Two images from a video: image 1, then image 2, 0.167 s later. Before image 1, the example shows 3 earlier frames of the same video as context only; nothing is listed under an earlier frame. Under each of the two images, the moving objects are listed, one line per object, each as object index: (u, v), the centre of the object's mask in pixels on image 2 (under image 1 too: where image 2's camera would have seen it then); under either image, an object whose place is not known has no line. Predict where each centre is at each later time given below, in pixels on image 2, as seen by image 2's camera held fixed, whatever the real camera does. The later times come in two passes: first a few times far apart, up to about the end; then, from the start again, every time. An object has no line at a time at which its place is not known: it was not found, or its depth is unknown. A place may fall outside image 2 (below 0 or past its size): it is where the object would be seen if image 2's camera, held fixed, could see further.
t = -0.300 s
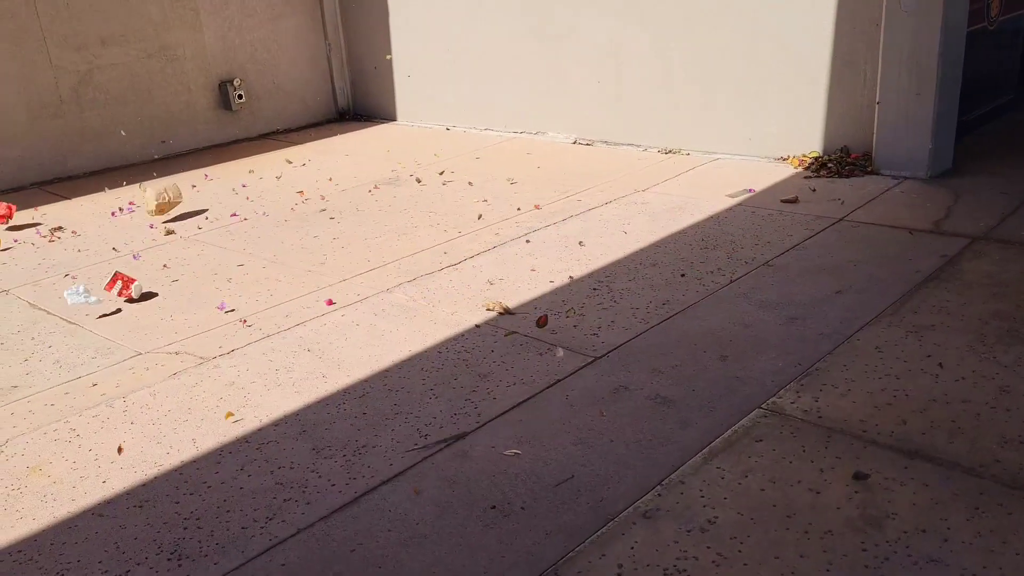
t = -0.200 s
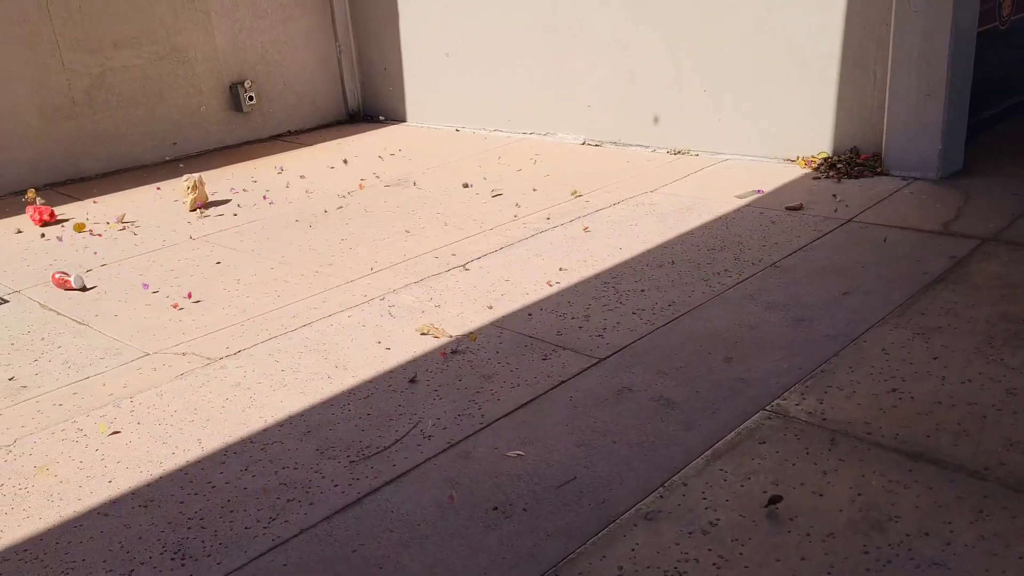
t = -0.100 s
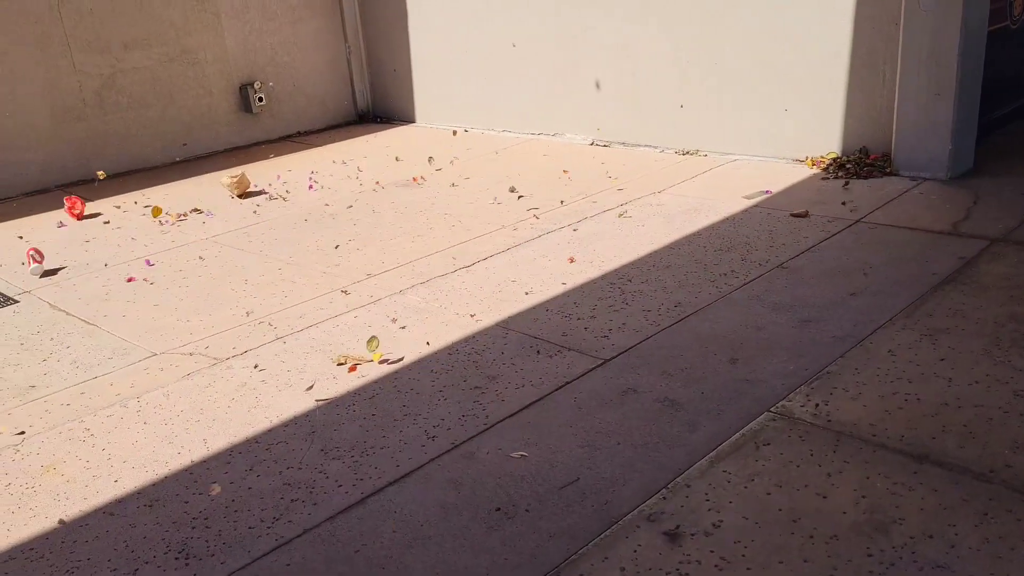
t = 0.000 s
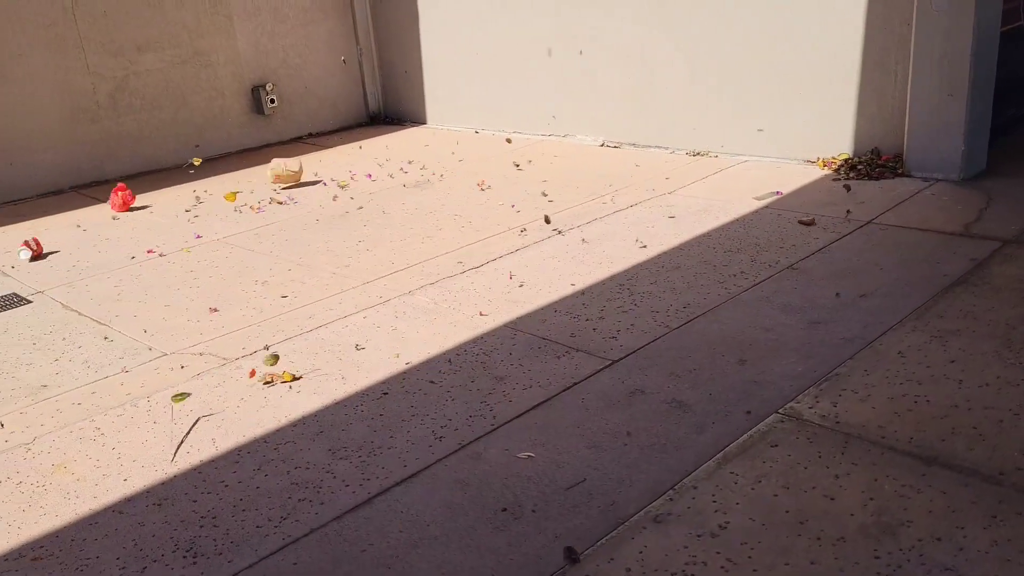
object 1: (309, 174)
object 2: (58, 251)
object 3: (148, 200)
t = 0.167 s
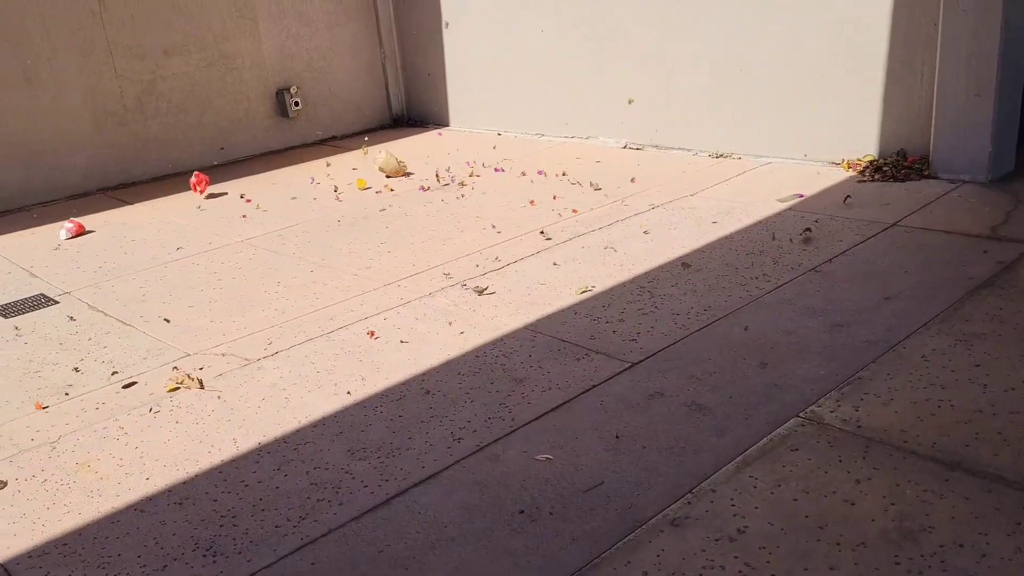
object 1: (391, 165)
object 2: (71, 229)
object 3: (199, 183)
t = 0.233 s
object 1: (418, 153)
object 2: (84, 222)
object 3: (225, 174)
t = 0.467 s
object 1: (530, 147)
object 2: (153, 198)
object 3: (326, 157)
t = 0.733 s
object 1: (655, 175)
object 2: (299, 173)
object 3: (442, 148)
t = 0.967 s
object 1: (716, 199)
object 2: (448, 152)
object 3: (541, 148)
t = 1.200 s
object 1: (685, 235)
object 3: (635, 167)
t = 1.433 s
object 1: (571, 264)
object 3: (711, 174)
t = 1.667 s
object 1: (379, 283)
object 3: (725, 228)
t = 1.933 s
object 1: (129, 292)
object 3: (625, 318)
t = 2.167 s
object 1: (-9, 270)
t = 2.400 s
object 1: (-13, 245)
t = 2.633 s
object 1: (79, 193)
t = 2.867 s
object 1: (239, 133)
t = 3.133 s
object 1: (413, 120)
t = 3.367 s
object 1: (554, 135)
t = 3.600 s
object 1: (653, 139)
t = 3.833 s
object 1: (730, 150)
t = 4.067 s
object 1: (791, 165)
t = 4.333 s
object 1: (829, 200)
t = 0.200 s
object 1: (405, 160)
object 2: (77, 226)
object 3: (211, 178)
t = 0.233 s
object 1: (418, 153)
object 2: (84, 222)
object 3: (225, 174)
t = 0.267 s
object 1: (428, 150)
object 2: (92, 219)
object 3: (242, 172)
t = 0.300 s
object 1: (443, 145)
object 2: (100, 216)
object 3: (258, 171)
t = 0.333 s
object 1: (460, 142)
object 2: (109, 212)
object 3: (274, 170)
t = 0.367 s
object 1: (475, 142)
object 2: (118, 208)
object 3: (288, 170)
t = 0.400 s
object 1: (492, 142)
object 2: (128, 204)
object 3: (303, 168)
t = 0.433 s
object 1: (510, 144)
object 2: (140, 201)
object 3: (314, 163)
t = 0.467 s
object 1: (530, 147)
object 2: (153, 198)
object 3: (326, 157)
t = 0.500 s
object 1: (548, 155)
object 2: (167, 196)
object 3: (339, 152)
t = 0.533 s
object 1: (566, 161)
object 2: (183, 193)
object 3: (355, 150)
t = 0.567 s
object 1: (583, 162)
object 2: (200, 190)
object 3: (372, 150)
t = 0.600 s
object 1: (599, 161)
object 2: (220, 187)
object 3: (388, 150)
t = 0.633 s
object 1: (613, 163)
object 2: (238, 183)
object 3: (404, 153)
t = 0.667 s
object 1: (628, 166)
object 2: (258, 180)
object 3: (420, 155)
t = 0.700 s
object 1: (642, 169)
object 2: (277, 177)
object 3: (431, 151)
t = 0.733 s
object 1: (655, 175)
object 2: (299, 173)
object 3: (442, 148)
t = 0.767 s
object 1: (669, 182)
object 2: (319, 170)
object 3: (455, 145)
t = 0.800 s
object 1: (679, 186)
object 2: (341, 167)
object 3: (468, 142)
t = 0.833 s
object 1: (689, 189)
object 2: (362, 163)
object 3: (481, 141)
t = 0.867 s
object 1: (697, 190)
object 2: (383, 161)
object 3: (495, 141)
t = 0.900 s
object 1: (705, 193)
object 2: (405, 158)
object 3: (510, 142)
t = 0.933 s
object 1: (709, 194)
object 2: (426, 155)
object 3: (525, 144)
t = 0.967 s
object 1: (716, 199)
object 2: (448, 152)
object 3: (541, 148)
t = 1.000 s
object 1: (720, 207)
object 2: (471, 150)
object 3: (556, 153)
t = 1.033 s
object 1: (719, 212)
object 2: (493, 148)
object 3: (571, 156)
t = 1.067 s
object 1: (717, 218)
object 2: (515, 146)
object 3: (584, 157)
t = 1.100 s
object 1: (711, 224)
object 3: (597, 160)
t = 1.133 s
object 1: (706, 231)
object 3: (607, 159)
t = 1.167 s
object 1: (698, 234)
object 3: (620, 162)
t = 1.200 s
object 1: (685, 235)
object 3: (635, 167)
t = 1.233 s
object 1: (673, 239)
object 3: (649, 171)
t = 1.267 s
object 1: (657, 243)
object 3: (663, 171)
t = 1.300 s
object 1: (640, 251)
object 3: (675, 172)
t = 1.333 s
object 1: (623, 257)
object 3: (686, 169)
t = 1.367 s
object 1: (607, 260)
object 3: (694, 168)
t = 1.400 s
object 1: (589, 262)
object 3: (704, 172)
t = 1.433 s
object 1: (571, 264)
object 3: (711, 174)
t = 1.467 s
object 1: (549, 265)
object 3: (716, 182)
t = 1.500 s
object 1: (526, 268)
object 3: (720, 188)
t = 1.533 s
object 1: (500, 269)
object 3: (725, 200)
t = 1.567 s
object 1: (472, 272)
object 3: (729, 217)
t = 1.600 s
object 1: (443, 274)
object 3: (729, 224)
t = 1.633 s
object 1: (411, 278)
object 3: (729, 226)
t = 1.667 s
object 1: (379, 283)
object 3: (725, 228)
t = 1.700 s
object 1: (348, 287)
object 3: (719, 227)
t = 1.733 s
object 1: (314, 289)
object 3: (711, 231)
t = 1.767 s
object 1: (285, 292)
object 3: (702, 239)
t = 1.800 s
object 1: (250, 289)
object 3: (693, 248)
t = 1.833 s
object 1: (218, 290)
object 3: (680, 259)
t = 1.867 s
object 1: (187, 292)
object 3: (664, 279)
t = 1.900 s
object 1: (158, 292)
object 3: (645, 298)
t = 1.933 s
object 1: (129, 292)
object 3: (625, 318)
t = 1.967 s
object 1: (100, 294)
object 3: (609, 321)
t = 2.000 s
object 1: (75, 294)
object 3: (591, 318)
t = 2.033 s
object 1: (52, 290)
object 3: (568, 318)
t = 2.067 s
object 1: (34, 288)
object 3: (540, 322)
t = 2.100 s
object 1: (17, 285)
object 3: (512, 330)
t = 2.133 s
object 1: (1, 278)
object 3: (483, 343)
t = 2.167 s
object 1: (-9, 270)
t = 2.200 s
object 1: (-15, 264)
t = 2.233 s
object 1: (-25, 259)
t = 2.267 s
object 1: (-29, 256)
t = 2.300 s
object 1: (-24, 255)
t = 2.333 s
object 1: (-21, 254)
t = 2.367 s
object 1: (-16, 254)
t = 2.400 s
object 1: (-13, 245)
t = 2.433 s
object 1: (-10, 235)
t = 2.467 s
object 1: (-3, 226)
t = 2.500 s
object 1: (9, 220)
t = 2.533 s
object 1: (24, 214)
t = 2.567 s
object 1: (40, 207)
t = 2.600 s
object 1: (58, 201)
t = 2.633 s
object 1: (79, 193)
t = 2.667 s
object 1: (101, 183)
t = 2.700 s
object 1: (123, 171)
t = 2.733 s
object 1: (145, 161)
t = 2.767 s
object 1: (169, 152)
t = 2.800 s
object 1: (192, 145)
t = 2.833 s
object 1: (216, 139)
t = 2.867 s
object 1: (239, 133)
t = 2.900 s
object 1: (262, 128)
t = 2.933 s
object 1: (284, 123)
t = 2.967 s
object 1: (307, 120)
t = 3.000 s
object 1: (328, 117)
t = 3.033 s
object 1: (350, 116)
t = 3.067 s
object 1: (371, 116)
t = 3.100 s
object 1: (392, 117)
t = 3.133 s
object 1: (413, 120)
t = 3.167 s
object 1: (437, 125)
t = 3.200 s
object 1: (461, 132)
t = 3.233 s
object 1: (486, 138)
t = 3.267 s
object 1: (509, 145)
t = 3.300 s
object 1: (525, 143)
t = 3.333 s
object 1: (540, 139)
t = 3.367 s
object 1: (554, 135)
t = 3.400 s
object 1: (568, 132)
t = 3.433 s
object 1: (584, 132)
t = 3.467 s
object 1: (600, 132)
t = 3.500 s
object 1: (615, 134)
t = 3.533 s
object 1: (630, 135)
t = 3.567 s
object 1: (642, 137)
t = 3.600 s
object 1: (653, 139)
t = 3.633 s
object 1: (662, 143)
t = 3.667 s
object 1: (674, 142)
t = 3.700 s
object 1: (686, 144)
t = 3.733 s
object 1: (697, 147)
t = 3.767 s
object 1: (709, 149)
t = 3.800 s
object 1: (720, 152)
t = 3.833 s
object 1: (730, 150)
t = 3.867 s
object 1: (740, 147)
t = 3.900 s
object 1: (749, 144)
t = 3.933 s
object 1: (757, 145)
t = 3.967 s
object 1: (766, 148)
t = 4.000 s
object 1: (775, 154)
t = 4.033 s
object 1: (783, 159)
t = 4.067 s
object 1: (791, 165)
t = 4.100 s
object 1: (802, 171)
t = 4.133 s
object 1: (811, 178)
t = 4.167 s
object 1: (819, 187)
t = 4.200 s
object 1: (826, 193)
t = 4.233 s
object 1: (830, 194)
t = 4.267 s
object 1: (832, 195)
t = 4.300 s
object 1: (833, 197)
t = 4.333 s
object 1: (829, 200)
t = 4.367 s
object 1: (824, 209)
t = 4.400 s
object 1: (816, 219)
